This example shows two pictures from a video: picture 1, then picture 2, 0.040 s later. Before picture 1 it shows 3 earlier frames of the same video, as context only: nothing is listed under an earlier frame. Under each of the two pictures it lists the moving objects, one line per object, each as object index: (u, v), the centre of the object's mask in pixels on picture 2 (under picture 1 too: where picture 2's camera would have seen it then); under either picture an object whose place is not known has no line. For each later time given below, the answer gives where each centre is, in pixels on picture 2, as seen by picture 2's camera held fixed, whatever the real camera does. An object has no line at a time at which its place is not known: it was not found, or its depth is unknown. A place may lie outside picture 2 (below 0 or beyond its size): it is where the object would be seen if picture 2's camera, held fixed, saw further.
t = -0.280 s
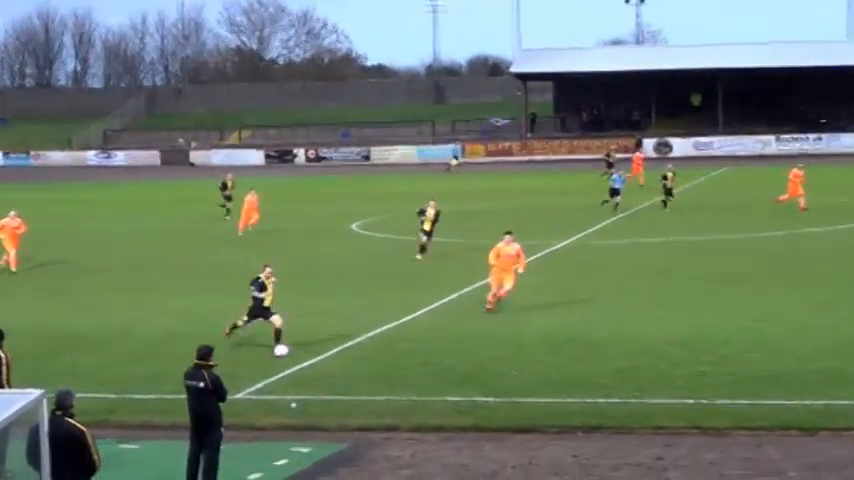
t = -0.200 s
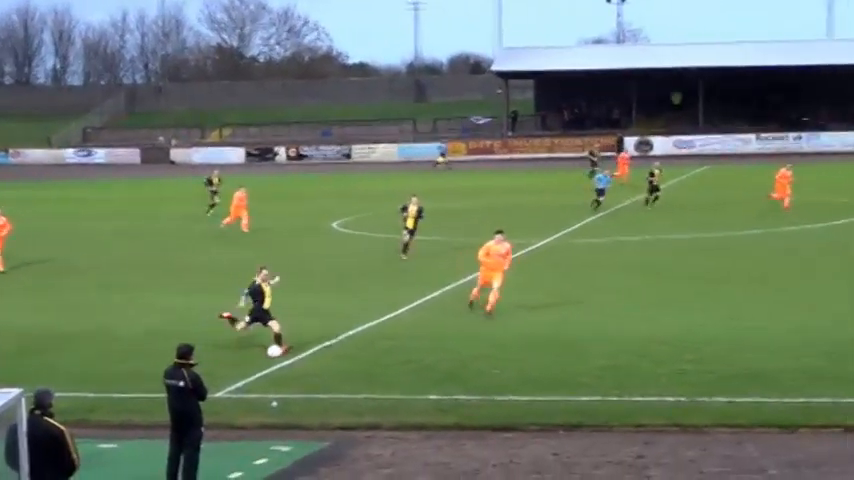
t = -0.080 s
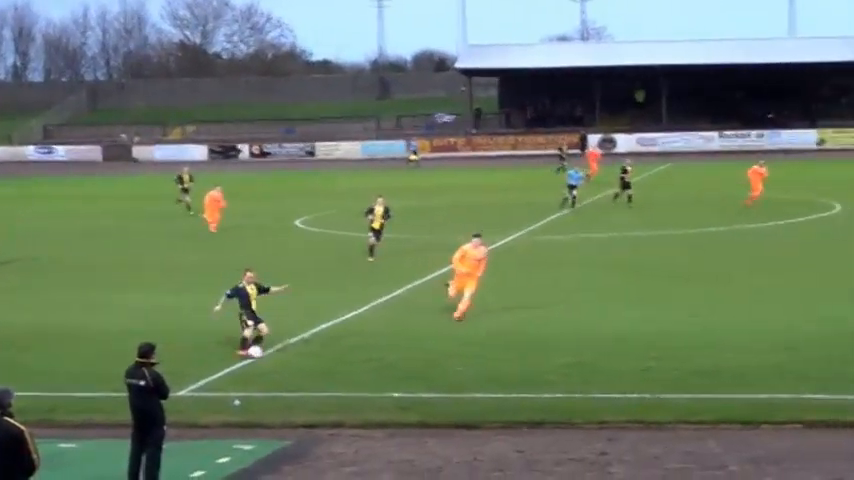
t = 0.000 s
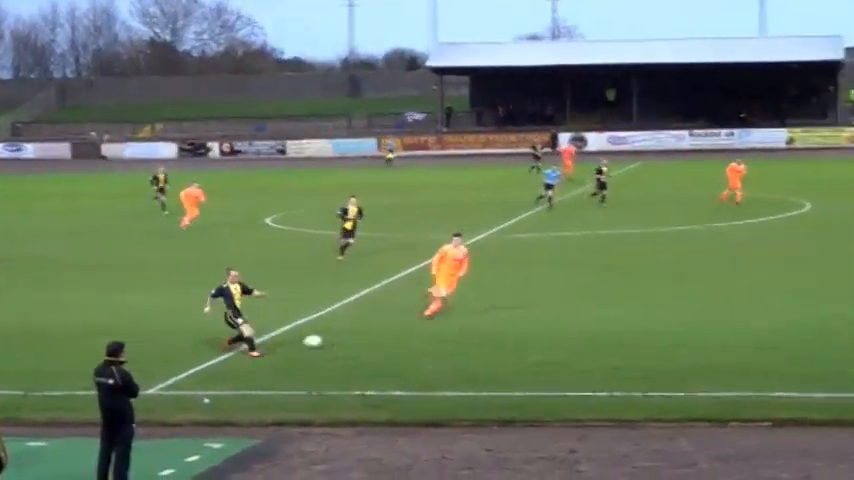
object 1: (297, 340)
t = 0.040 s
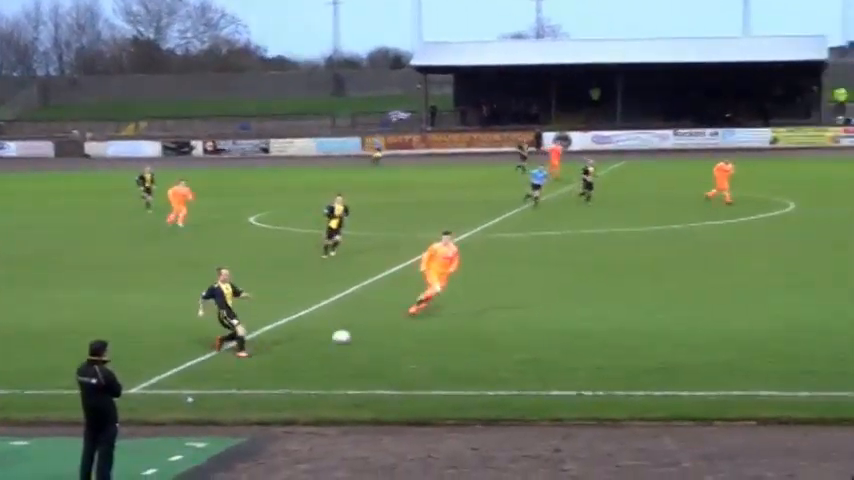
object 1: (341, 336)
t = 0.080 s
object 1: (382, 333)
